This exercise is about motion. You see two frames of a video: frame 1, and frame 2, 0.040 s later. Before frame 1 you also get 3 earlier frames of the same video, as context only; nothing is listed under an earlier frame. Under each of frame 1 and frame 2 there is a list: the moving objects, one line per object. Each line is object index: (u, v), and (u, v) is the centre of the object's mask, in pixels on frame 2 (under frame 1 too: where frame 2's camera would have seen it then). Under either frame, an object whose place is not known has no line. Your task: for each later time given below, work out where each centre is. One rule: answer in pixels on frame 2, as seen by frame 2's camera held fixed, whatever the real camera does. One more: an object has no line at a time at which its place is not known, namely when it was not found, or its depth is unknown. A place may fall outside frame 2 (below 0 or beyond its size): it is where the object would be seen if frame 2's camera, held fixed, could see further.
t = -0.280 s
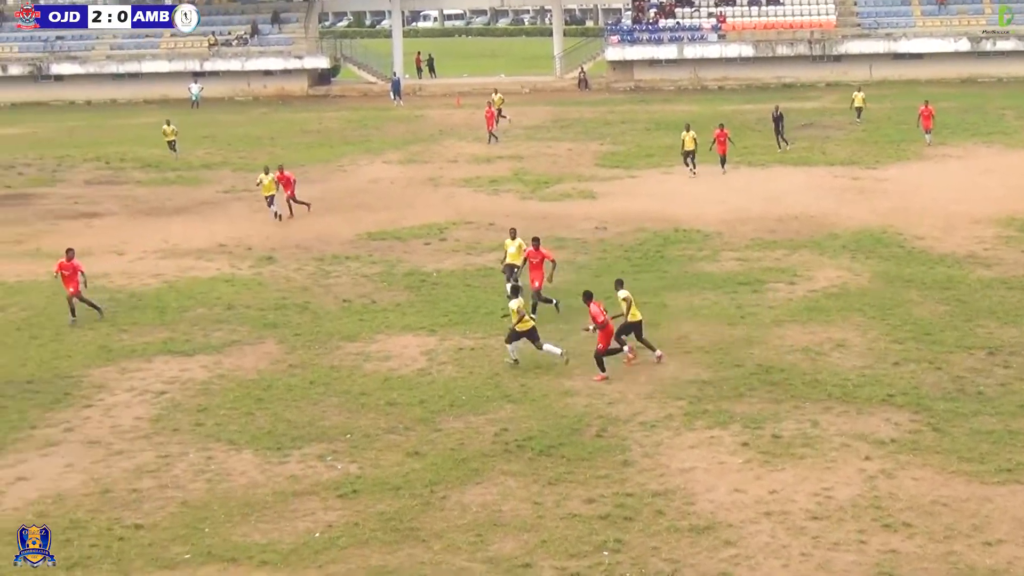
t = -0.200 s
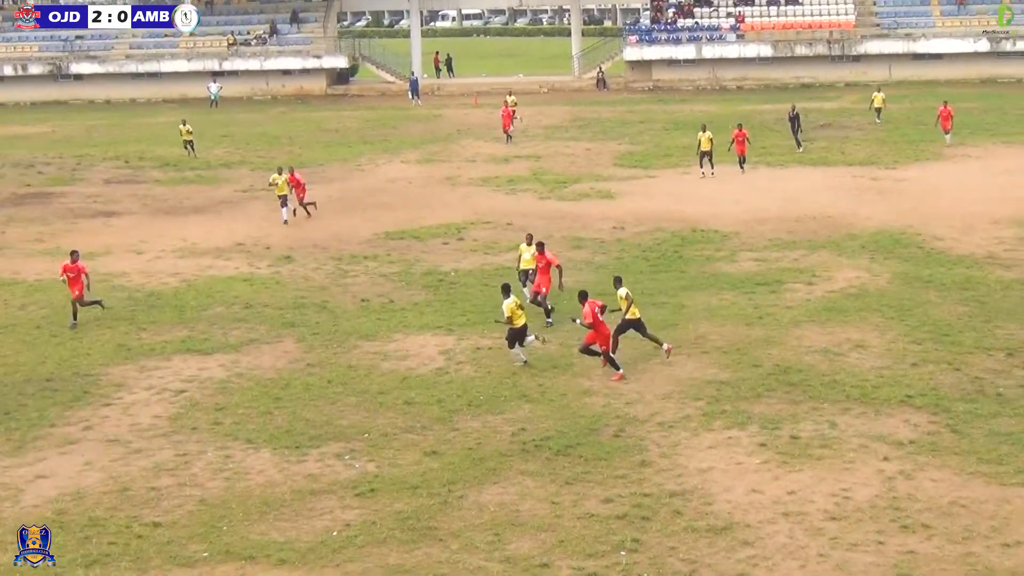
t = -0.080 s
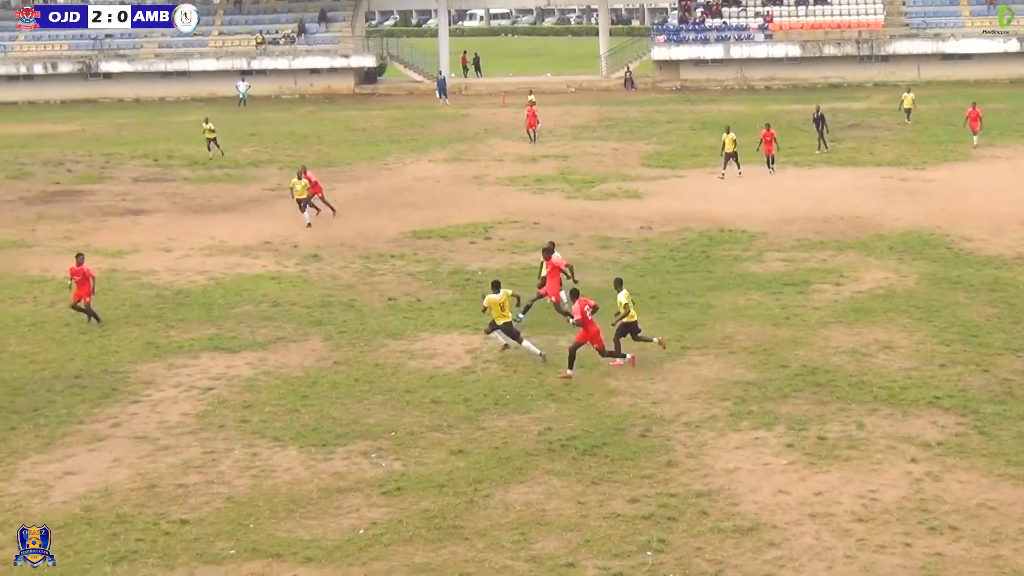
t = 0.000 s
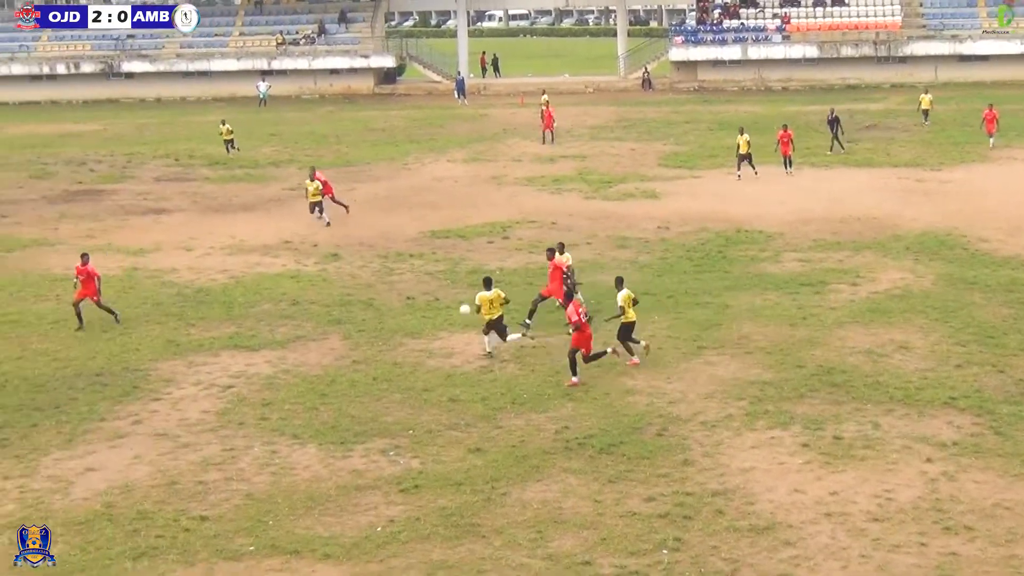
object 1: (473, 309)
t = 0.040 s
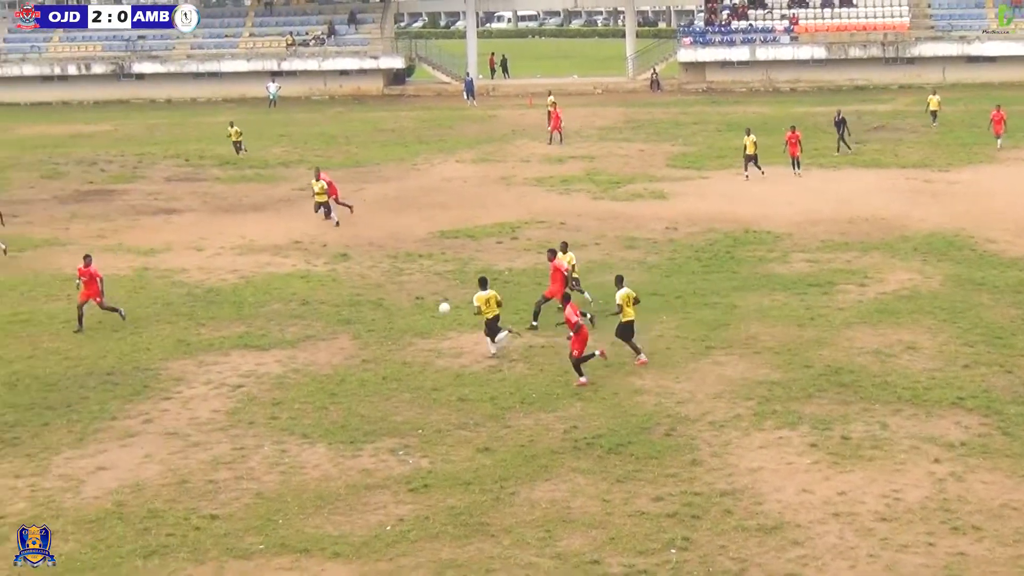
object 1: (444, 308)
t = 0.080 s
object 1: (415, 307)
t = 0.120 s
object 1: (386, 308)
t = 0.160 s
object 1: (358, 308)
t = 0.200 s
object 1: (329, 310)
